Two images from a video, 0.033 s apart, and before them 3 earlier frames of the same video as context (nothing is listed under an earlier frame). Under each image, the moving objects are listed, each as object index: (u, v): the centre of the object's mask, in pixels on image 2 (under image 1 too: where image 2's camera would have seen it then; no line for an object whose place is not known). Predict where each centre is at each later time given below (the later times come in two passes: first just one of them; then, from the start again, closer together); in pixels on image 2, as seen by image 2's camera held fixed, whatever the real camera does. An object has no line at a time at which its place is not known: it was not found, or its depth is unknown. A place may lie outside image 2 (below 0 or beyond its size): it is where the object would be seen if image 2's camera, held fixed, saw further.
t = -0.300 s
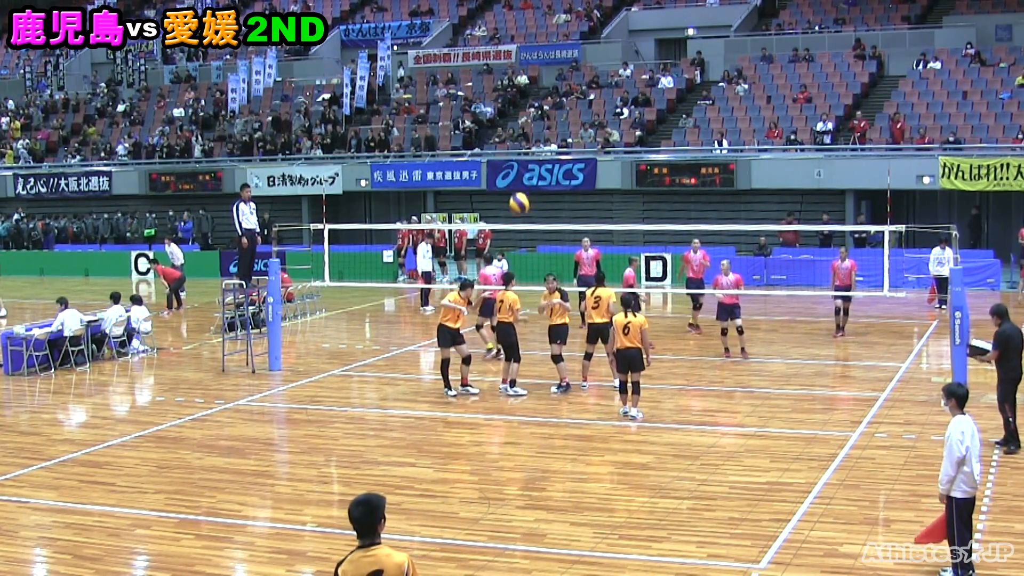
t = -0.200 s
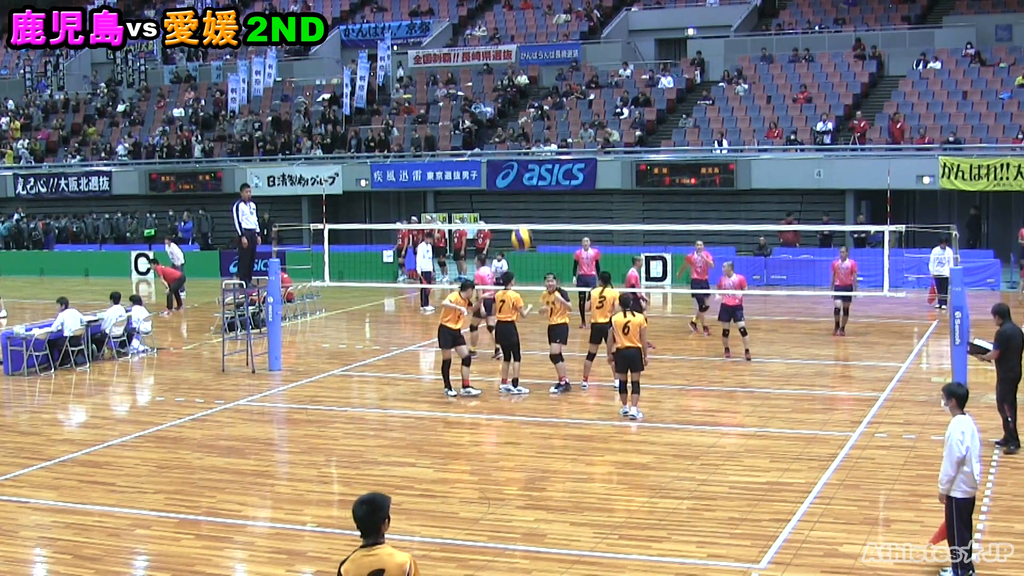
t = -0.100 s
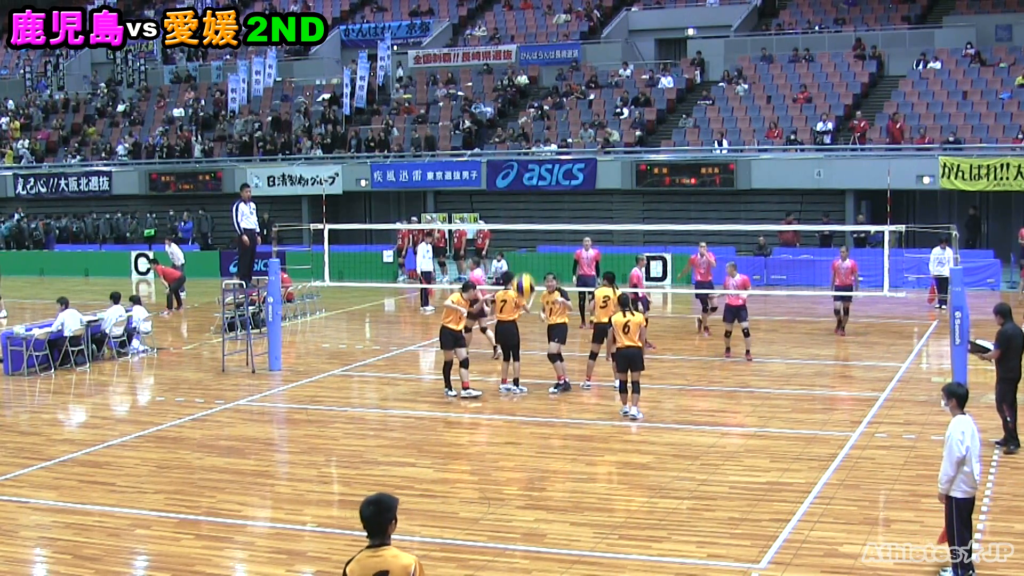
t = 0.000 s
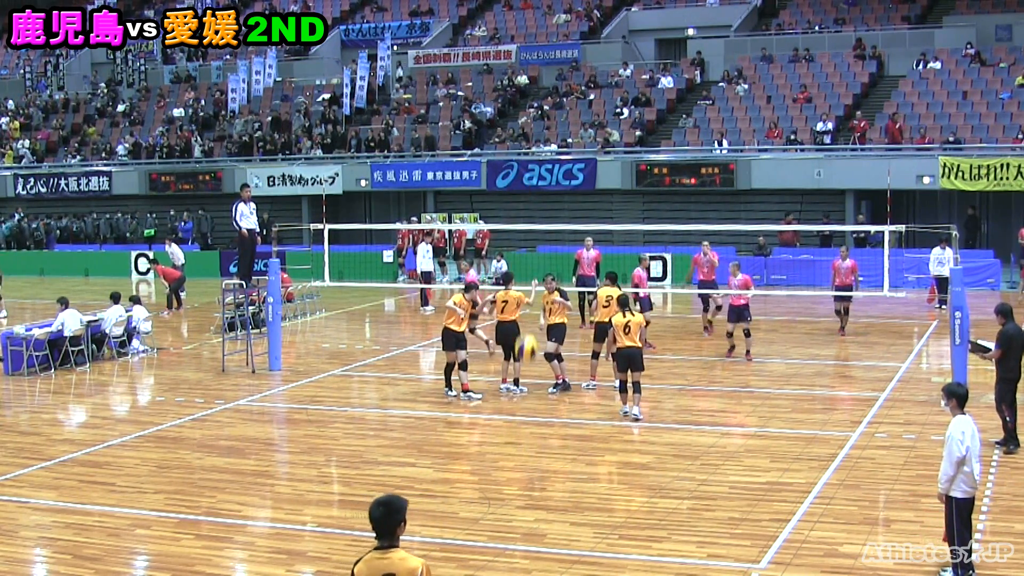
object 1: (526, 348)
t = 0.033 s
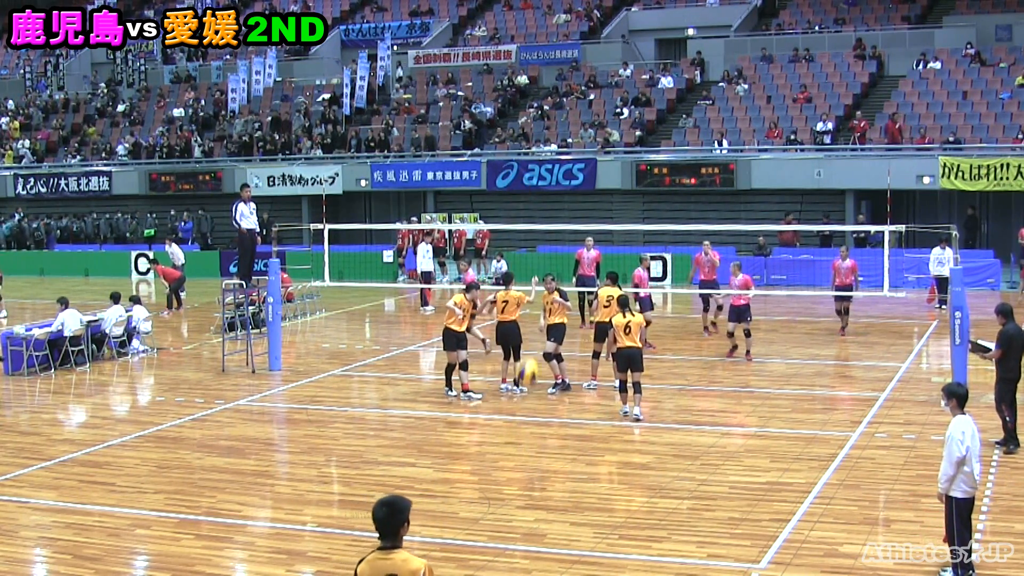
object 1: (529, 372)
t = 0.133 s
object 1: (531, 454)
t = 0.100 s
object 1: (530, 425)
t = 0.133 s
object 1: (531, 454)
